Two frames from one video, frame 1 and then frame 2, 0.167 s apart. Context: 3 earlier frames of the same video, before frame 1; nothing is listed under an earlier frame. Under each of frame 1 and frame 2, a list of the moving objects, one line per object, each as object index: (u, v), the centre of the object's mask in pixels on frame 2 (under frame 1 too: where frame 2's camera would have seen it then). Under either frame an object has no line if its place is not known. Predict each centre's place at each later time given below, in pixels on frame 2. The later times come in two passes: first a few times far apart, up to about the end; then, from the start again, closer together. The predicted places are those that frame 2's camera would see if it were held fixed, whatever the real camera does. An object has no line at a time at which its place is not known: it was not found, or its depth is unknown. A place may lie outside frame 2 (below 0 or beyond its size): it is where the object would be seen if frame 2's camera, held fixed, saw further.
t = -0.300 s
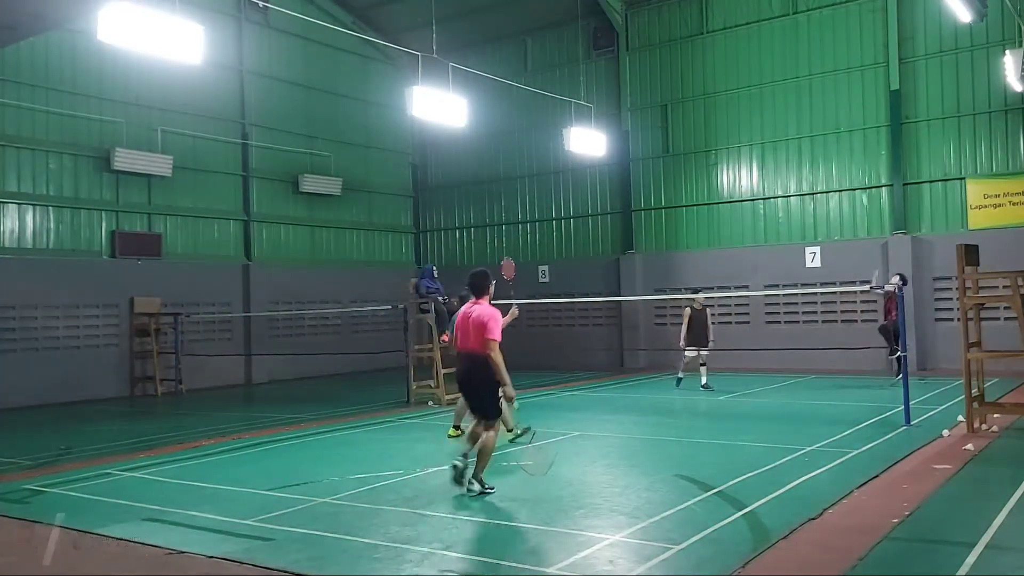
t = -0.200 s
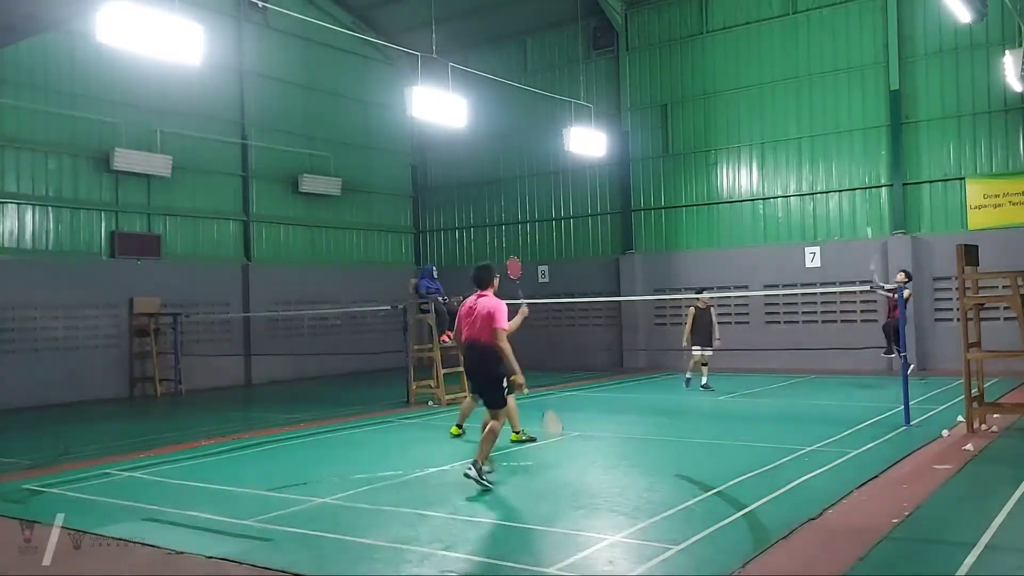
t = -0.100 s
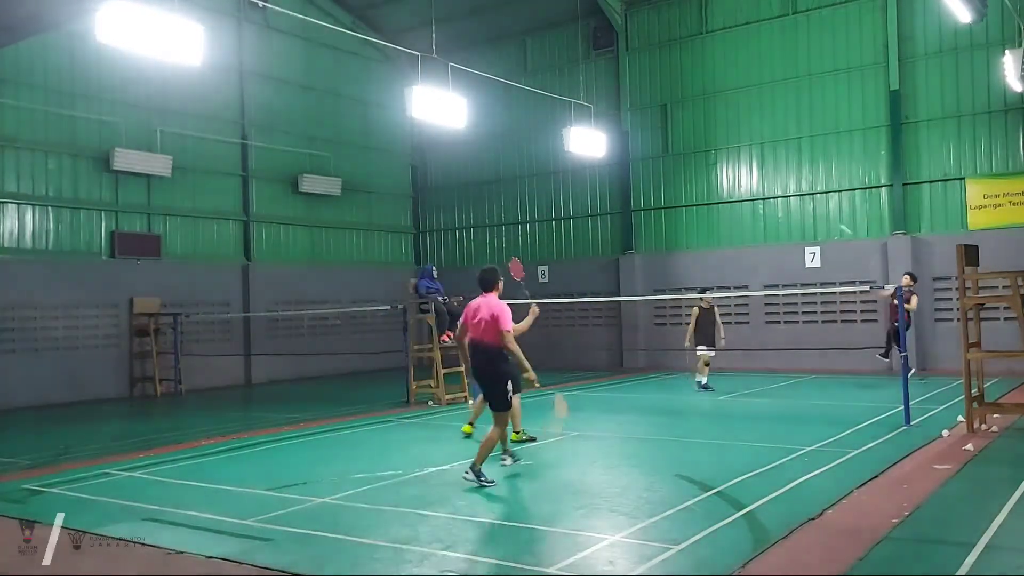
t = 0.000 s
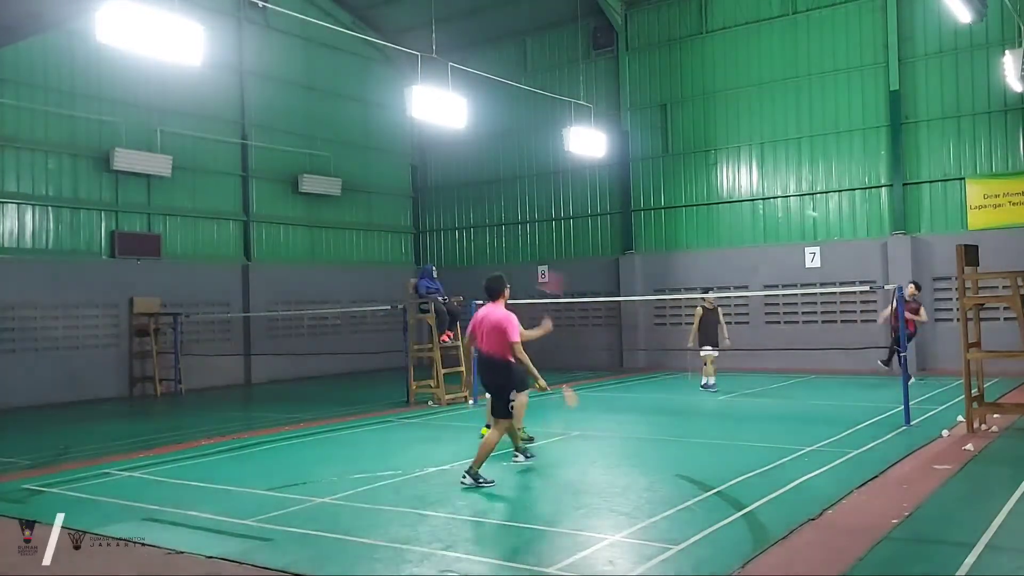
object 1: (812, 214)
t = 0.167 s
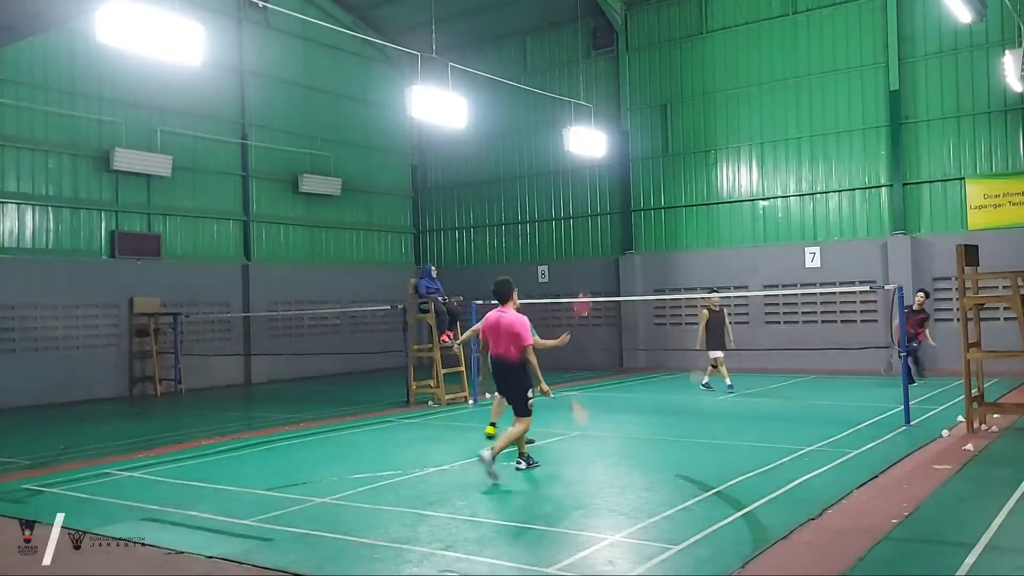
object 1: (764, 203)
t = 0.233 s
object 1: (746, 205)
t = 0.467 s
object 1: (693, 234)
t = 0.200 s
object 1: (757, 204)
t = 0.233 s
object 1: (746, 205)
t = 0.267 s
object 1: (738, 206)
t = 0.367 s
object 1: (715, 217)
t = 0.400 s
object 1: (707, 222)
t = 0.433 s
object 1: (700, 227)
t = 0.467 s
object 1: (693, 234)
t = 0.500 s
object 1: (686, 241)
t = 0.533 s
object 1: (680, 249)
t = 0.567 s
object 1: (673, 258)
